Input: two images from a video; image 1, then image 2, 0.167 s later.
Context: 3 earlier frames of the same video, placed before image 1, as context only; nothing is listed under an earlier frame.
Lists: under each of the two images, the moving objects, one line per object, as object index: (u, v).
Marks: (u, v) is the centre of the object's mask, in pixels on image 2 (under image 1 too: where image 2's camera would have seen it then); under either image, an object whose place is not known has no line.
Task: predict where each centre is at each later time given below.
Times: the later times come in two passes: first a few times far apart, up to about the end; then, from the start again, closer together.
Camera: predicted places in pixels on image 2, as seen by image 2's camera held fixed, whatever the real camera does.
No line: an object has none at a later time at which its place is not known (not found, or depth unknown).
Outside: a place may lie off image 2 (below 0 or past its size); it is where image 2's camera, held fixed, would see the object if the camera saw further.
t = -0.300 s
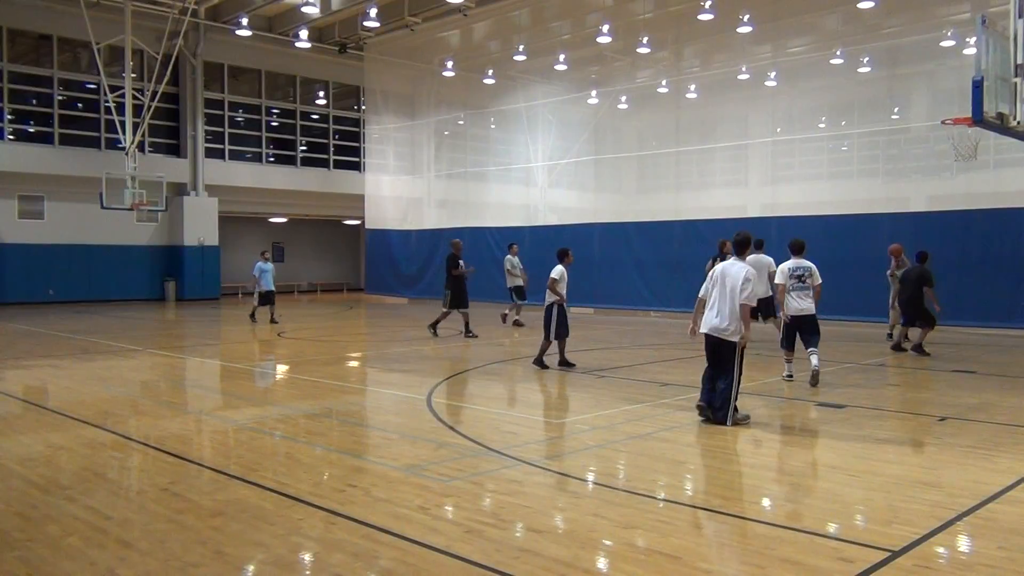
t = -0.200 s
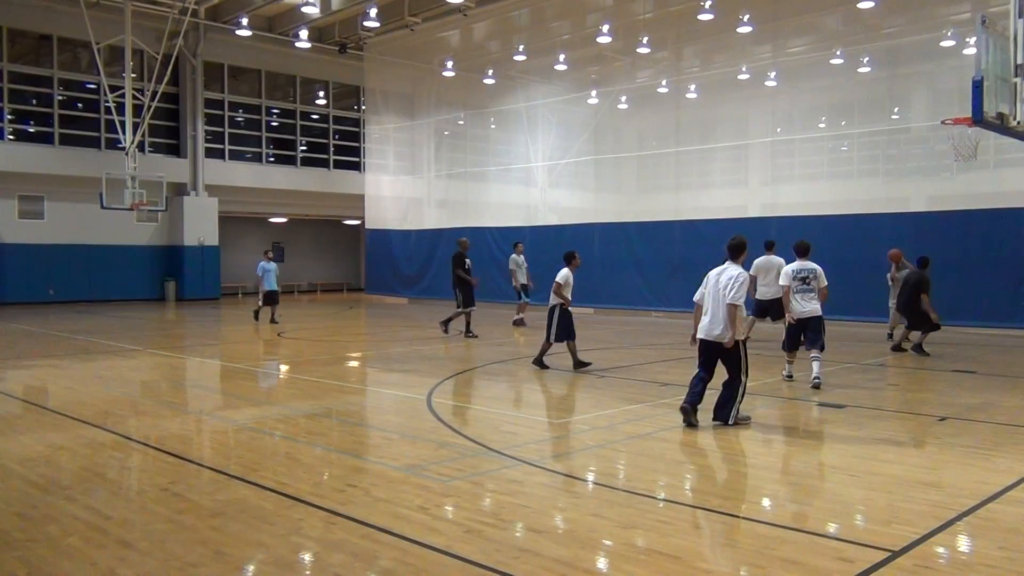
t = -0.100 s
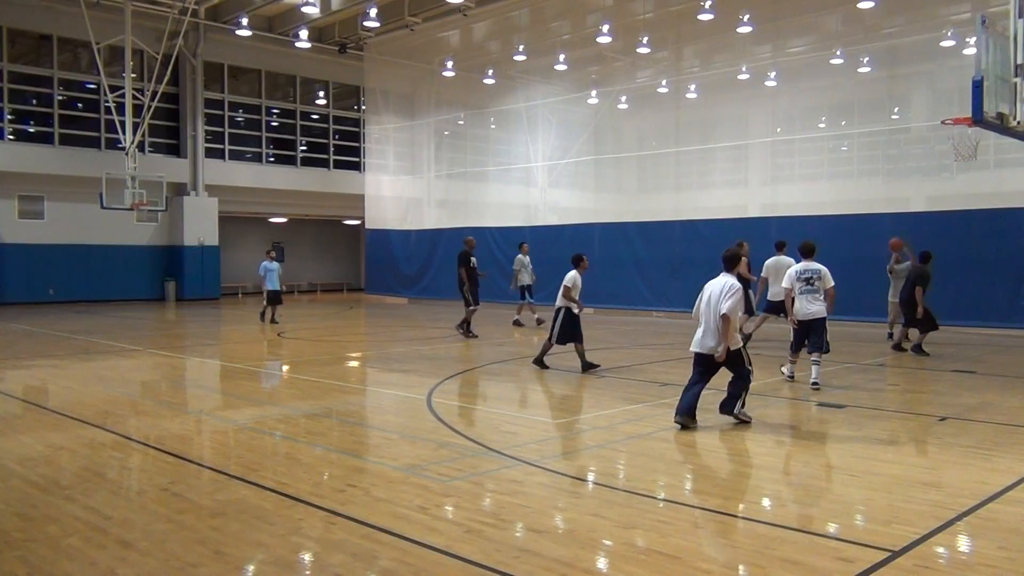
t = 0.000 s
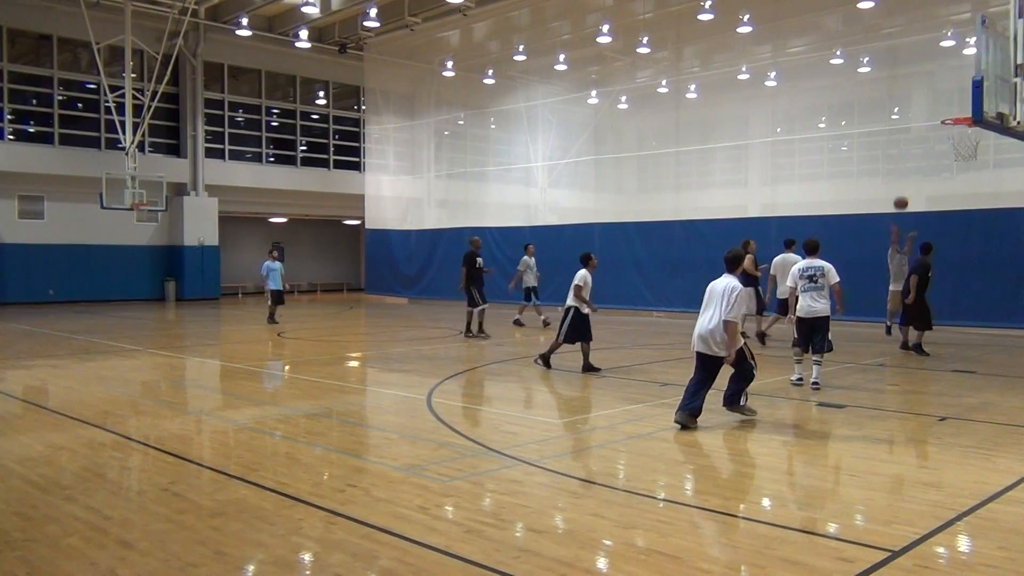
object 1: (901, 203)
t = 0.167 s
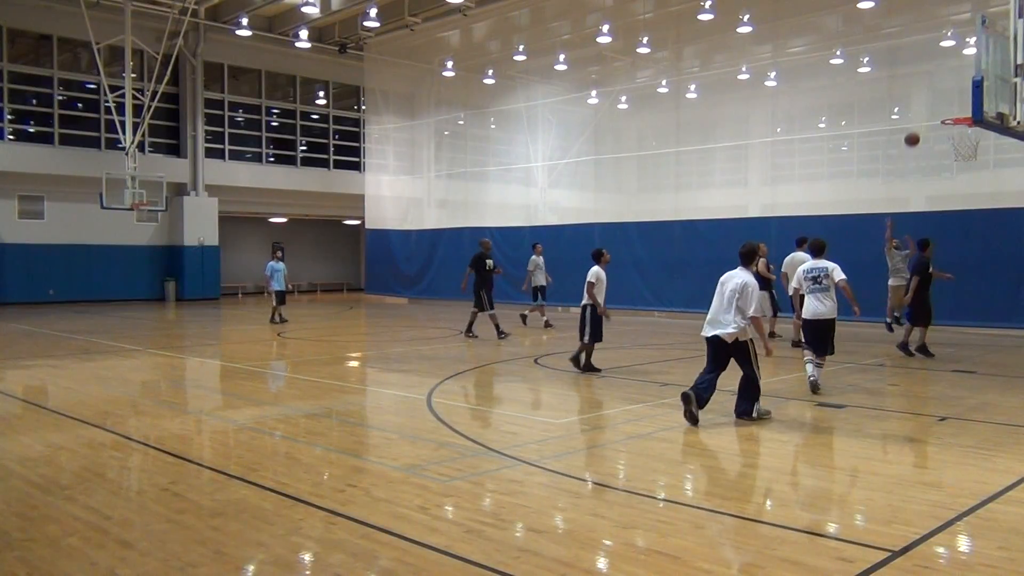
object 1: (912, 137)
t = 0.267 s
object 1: (919, 106)
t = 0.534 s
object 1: (938, 40)
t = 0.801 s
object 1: (962, 13)
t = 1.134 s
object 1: (999, 54)
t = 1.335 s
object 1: (966, 111)
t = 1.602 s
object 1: (948, 137)
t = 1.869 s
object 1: (964, 159)
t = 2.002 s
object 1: (974, 185)
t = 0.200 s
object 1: (914, 127)
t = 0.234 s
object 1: (916, 116)
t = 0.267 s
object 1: (919, 106)
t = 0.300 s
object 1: (921, 96)
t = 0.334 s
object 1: (923, 86)
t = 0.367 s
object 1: (926, 77)
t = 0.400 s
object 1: (928, 69)
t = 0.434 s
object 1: (931, 61)
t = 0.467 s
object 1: (933, 53)
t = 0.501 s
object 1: (935, 46)
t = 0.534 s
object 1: (938, 40)
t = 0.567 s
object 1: (941, 34)
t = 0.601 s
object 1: (944, 29)
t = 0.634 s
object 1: (946, 25)
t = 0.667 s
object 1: (949, 21)
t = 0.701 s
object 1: (952, 18)
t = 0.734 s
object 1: (955, 15)
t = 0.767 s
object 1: (958, 14)
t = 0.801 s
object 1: (962, 13)
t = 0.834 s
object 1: (965, 13)
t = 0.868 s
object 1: (968, 14)
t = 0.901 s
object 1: (970, 15)
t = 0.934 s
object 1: (973, 16)
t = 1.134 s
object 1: (999, 54)
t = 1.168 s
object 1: (1001, 64)
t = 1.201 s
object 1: (1000, 73)
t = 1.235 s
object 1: (995, 84)
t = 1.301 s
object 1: (969, 107)
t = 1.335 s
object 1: (966, 111)
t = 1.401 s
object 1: (955, 127)
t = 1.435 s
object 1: (950, 132)
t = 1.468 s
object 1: (948, 134)
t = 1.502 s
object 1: (948, 135)
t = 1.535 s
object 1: (948, 136)
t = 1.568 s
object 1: (948, 136)
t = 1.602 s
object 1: (948, 137)
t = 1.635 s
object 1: (949, 138)
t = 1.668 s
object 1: (949, 138)
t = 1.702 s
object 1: (951, 143)
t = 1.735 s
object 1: (953, 146)
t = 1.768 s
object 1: (956, 148)
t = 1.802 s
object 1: (959, 151)
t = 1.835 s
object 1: (961, 154)
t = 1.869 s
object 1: (964, 159)
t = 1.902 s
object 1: (967, 165)
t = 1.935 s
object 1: (969, 170)
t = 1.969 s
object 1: (971, 177)
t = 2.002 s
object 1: (974, 185)
